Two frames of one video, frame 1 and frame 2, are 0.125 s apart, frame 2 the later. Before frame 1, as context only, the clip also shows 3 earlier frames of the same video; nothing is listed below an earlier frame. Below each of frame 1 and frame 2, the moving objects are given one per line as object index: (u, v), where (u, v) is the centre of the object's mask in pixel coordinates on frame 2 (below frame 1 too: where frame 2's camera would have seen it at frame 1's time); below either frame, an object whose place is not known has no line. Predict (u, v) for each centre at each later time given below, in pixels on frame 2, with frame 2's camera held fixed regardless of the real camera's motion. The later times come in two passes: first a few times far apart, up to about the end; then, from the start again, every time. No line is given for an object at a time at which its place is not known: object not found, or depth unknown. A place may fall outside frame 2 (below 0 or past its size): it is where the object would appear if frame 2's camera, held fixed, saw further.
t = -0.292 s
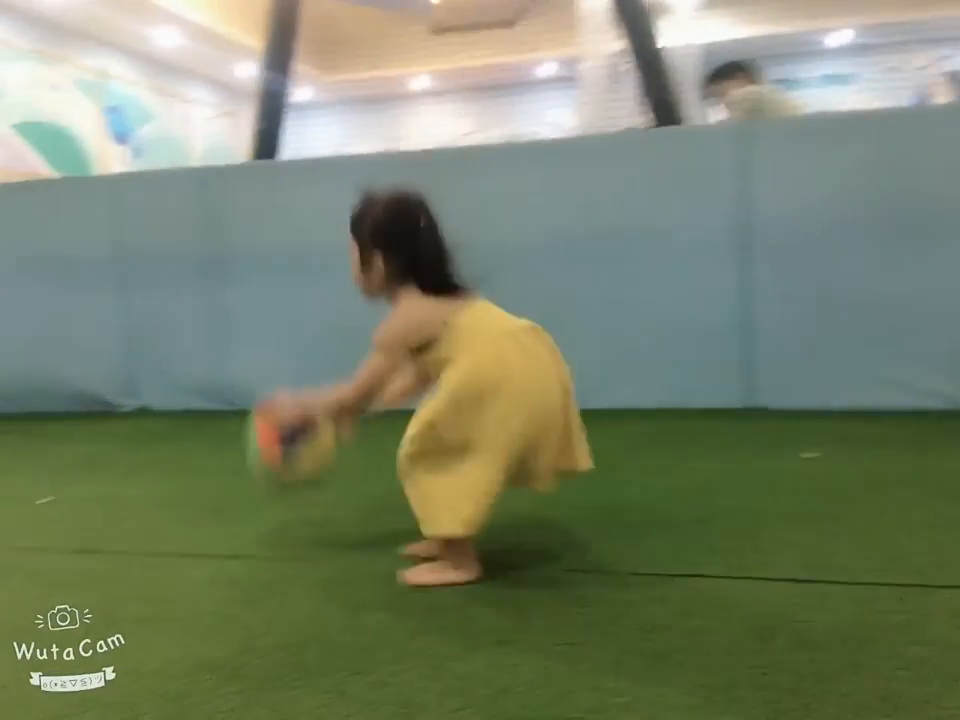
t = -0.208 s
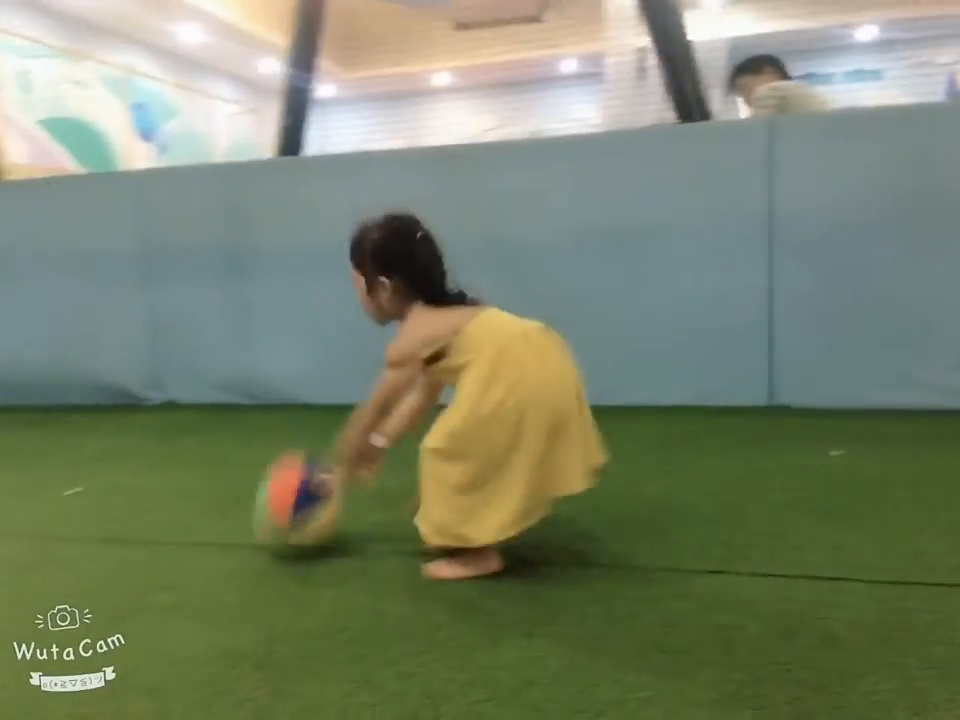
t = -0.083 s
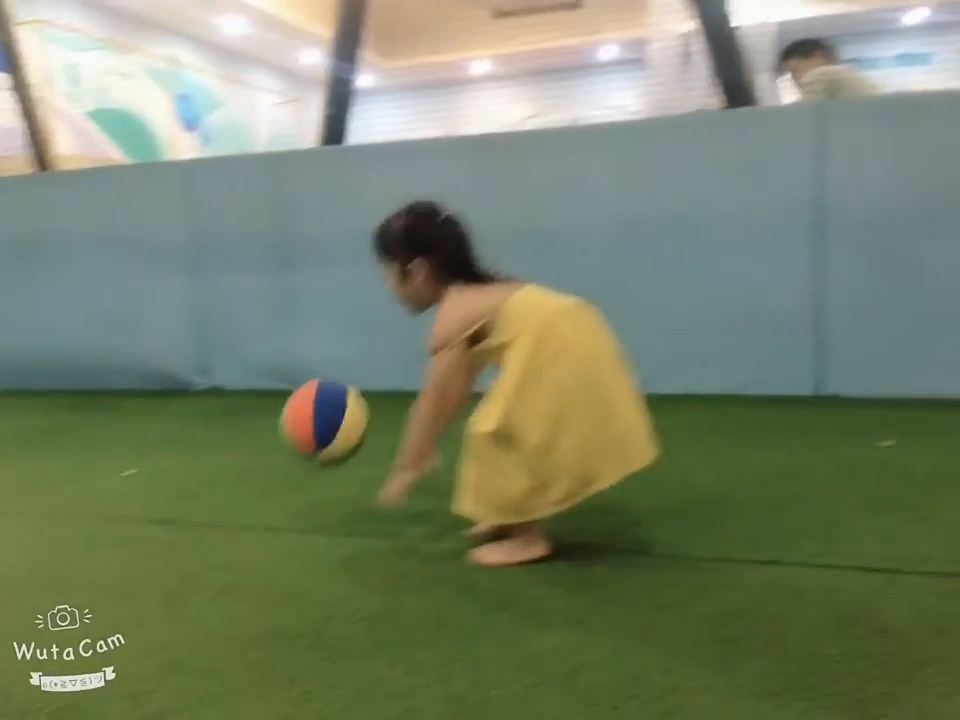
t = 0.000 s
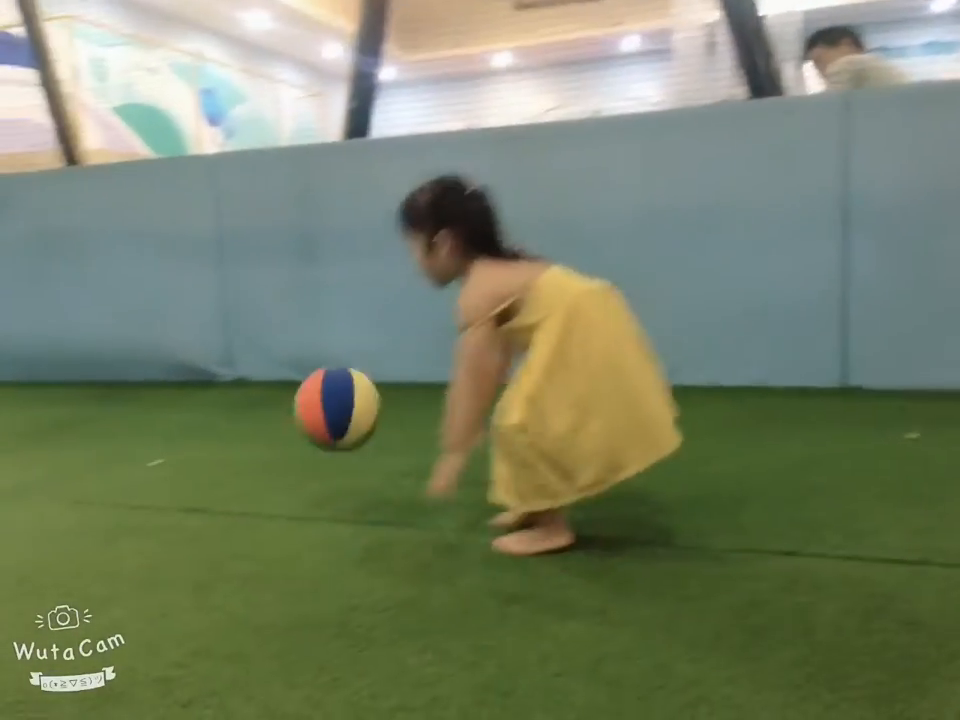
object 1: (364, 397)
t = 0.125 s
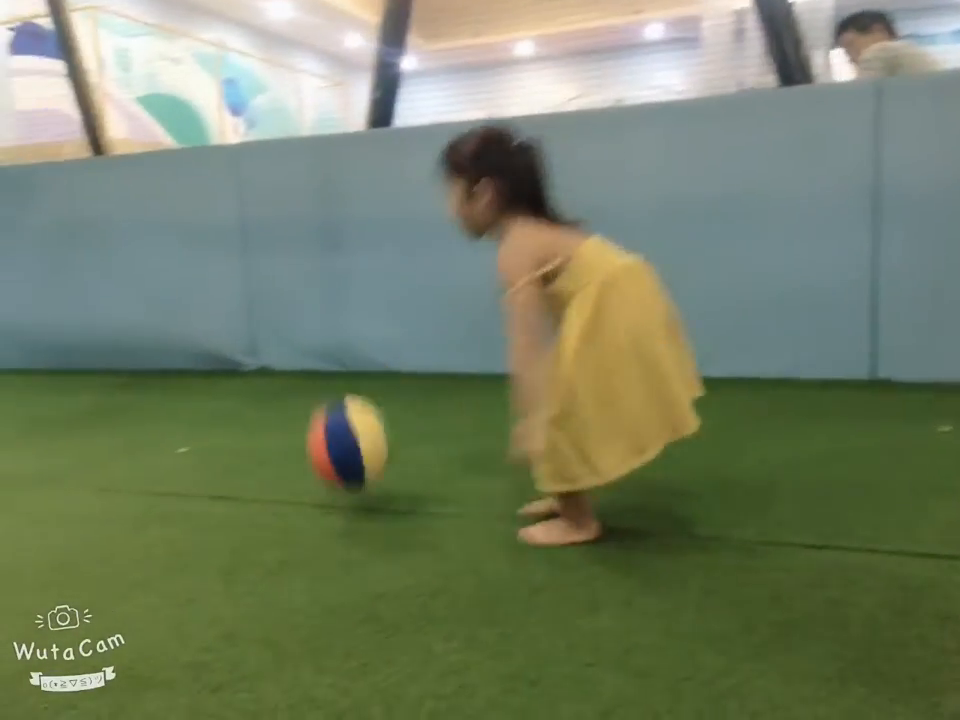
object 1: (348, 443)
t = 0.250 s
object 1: (331, 442)
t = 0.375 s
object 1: (315, 440)
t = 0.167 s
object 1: (344, 472)
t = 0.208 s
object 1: (338, 456)
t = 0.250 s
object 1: (331, 442)
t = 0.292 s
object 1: (326, 435)
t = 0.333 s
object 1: (320, 434)
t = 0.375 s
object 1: (315, 440)
